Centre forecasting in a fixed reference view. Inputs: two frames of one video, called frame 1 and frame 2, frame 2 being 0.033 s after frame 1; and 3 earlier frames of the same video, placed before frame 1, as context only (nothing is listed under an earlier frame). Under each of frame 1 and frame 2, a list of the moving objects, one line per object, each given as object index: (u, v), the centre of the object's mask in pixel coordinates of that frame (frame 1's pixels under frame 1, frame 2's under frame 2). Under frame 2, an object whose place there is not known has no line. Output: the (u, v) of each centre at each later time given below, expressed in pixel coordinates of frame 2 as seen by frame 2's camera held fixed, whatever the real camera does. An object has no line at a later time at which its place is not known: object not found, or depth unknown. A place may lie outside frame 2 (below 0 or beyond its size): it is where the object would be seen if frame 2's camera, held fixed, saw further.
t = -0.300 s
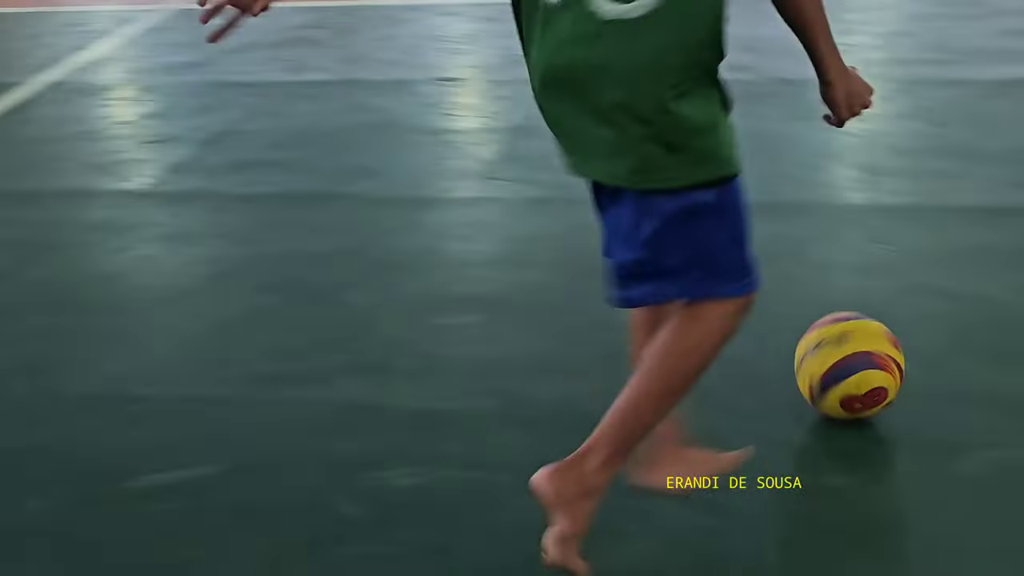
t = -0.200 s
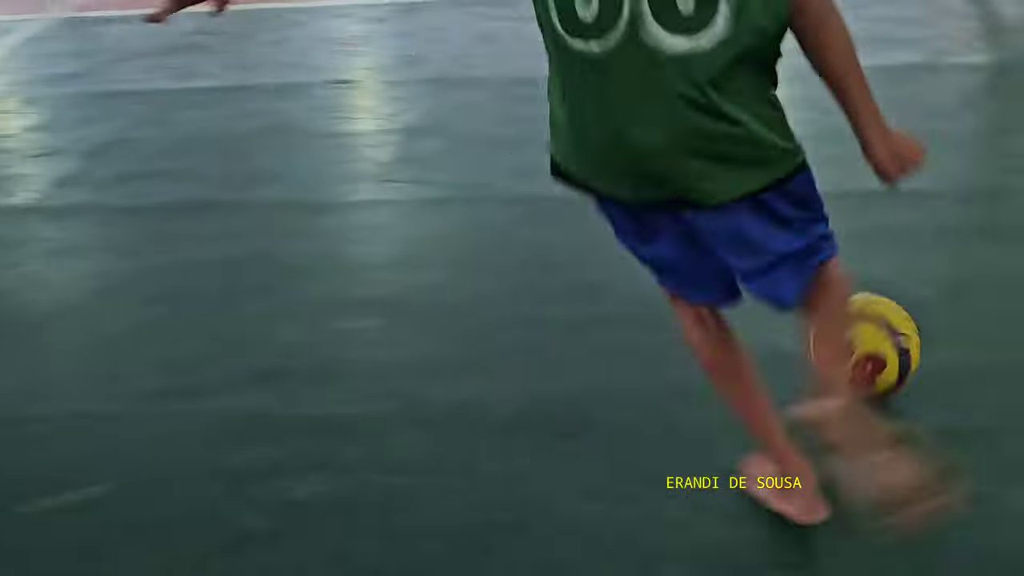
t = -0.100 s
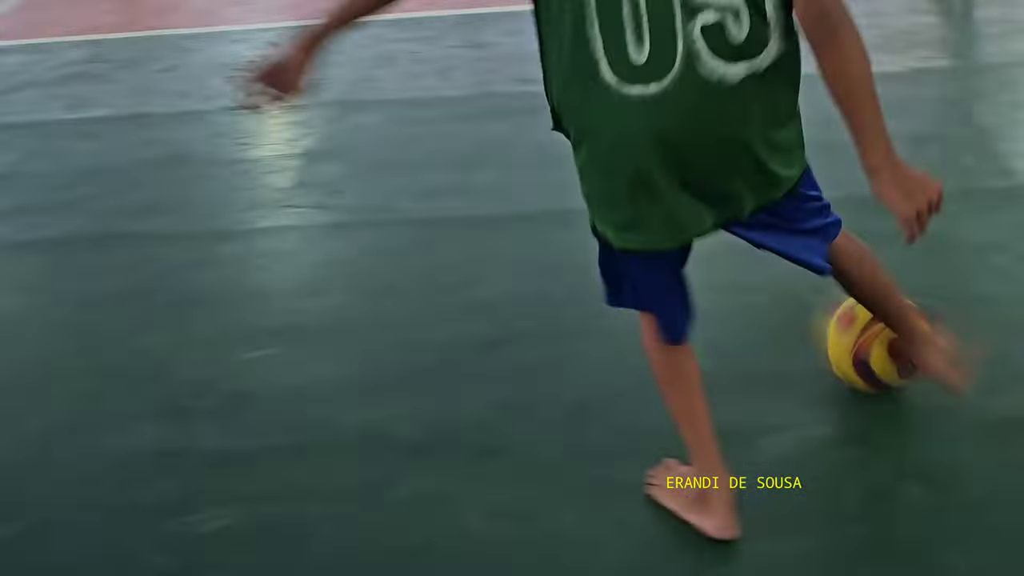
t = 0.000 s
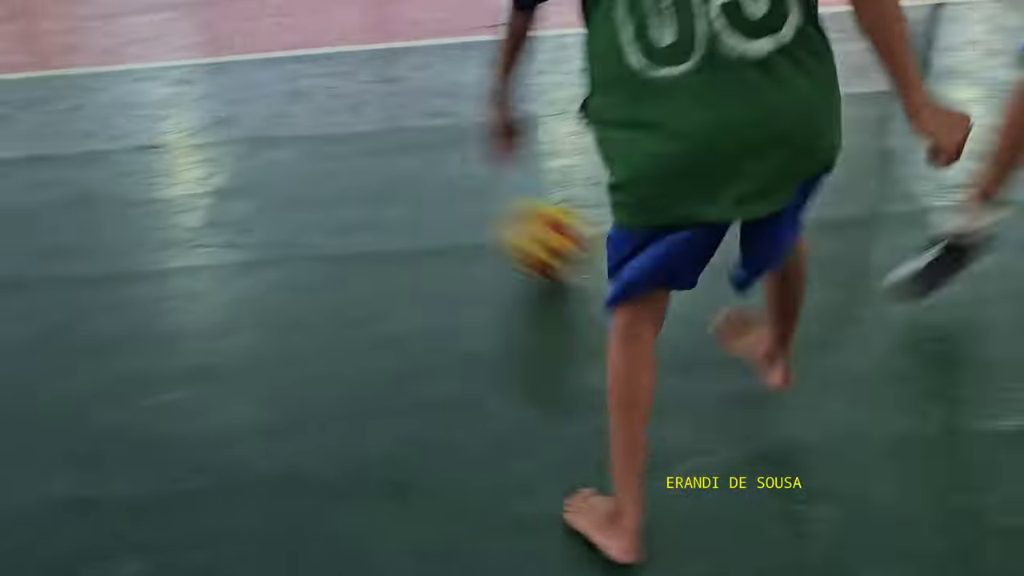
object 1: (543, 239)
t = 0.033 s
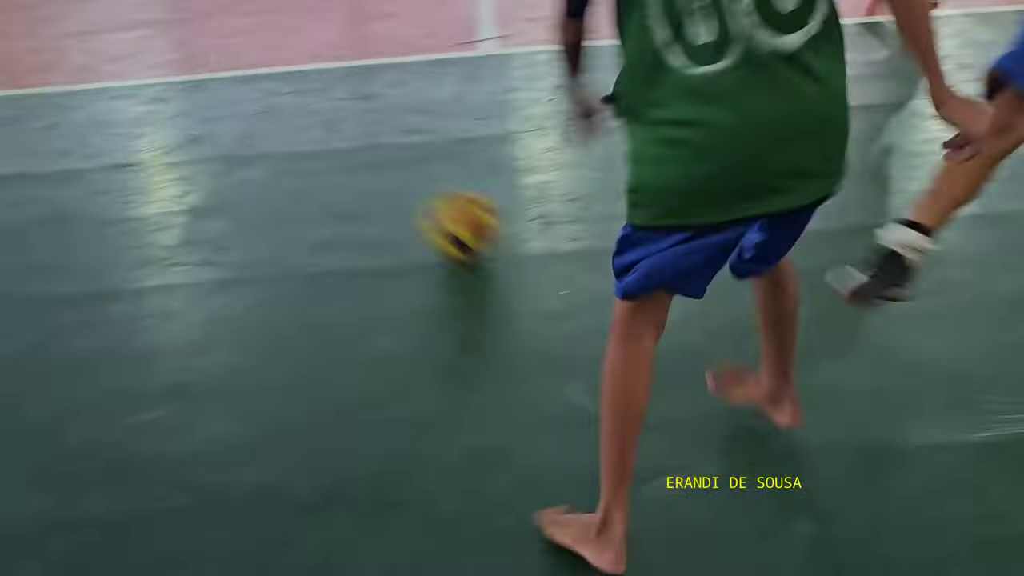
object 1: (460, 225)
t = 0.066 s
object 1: (410, 200)
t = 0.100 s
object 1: (366, 179)
